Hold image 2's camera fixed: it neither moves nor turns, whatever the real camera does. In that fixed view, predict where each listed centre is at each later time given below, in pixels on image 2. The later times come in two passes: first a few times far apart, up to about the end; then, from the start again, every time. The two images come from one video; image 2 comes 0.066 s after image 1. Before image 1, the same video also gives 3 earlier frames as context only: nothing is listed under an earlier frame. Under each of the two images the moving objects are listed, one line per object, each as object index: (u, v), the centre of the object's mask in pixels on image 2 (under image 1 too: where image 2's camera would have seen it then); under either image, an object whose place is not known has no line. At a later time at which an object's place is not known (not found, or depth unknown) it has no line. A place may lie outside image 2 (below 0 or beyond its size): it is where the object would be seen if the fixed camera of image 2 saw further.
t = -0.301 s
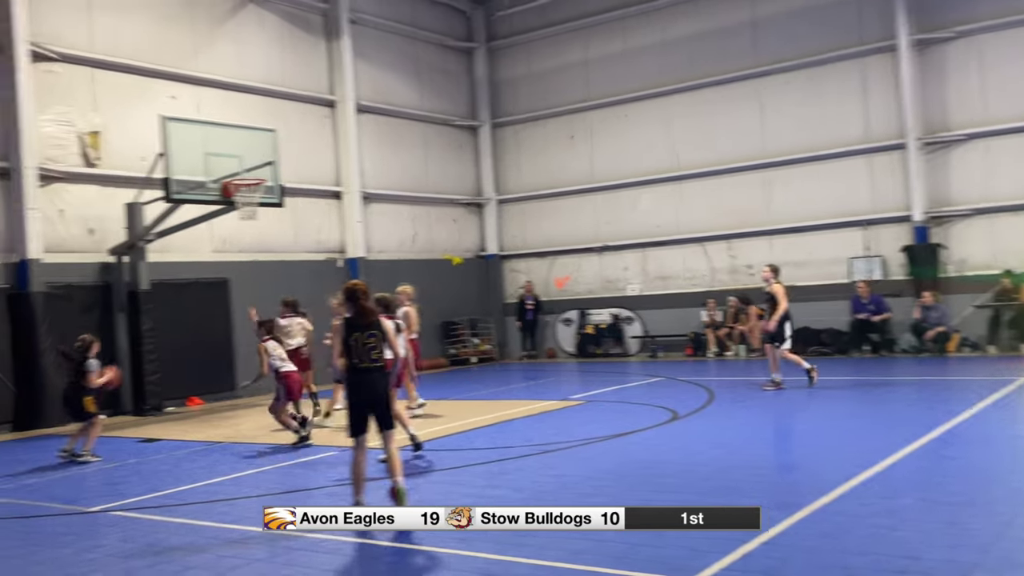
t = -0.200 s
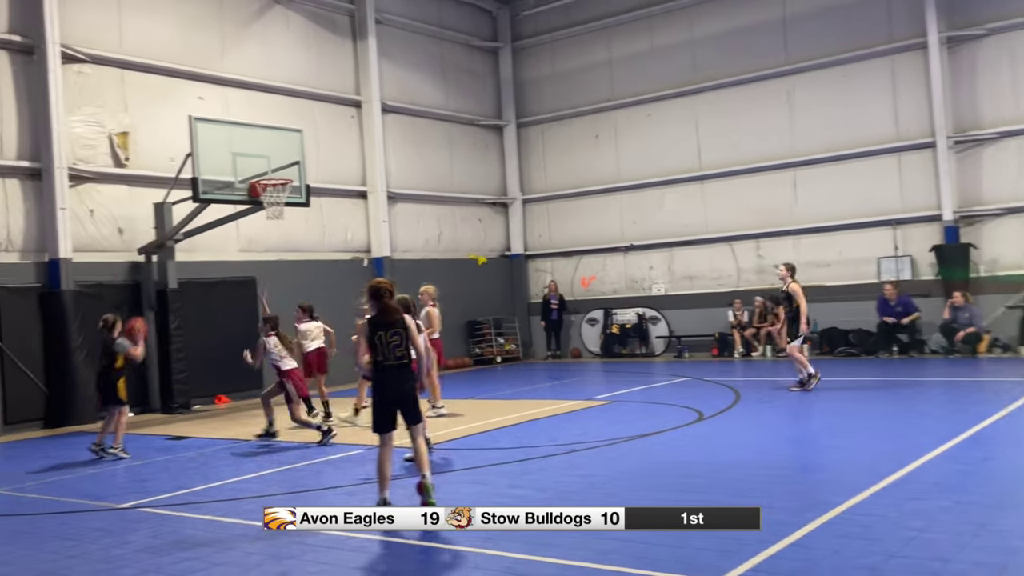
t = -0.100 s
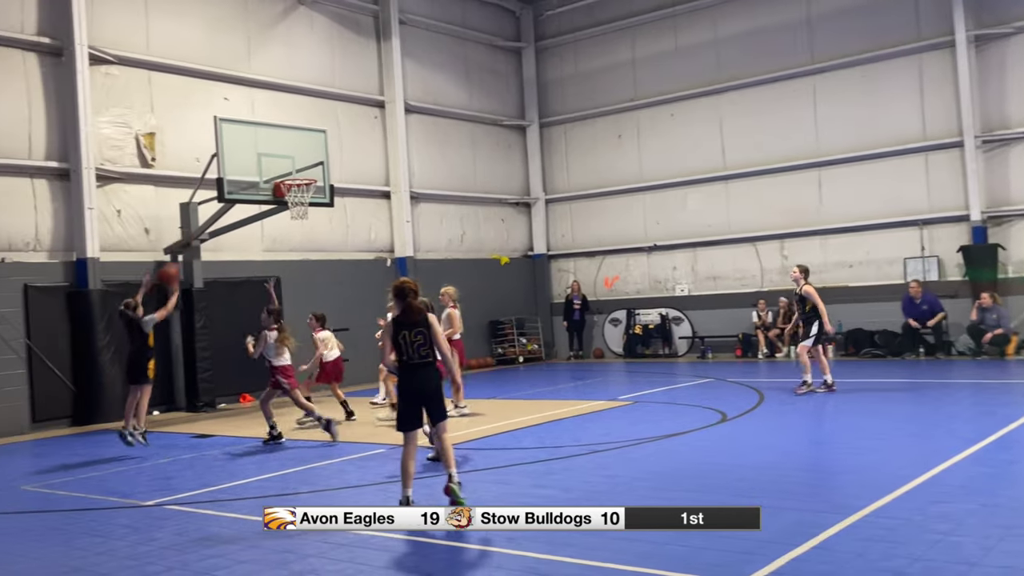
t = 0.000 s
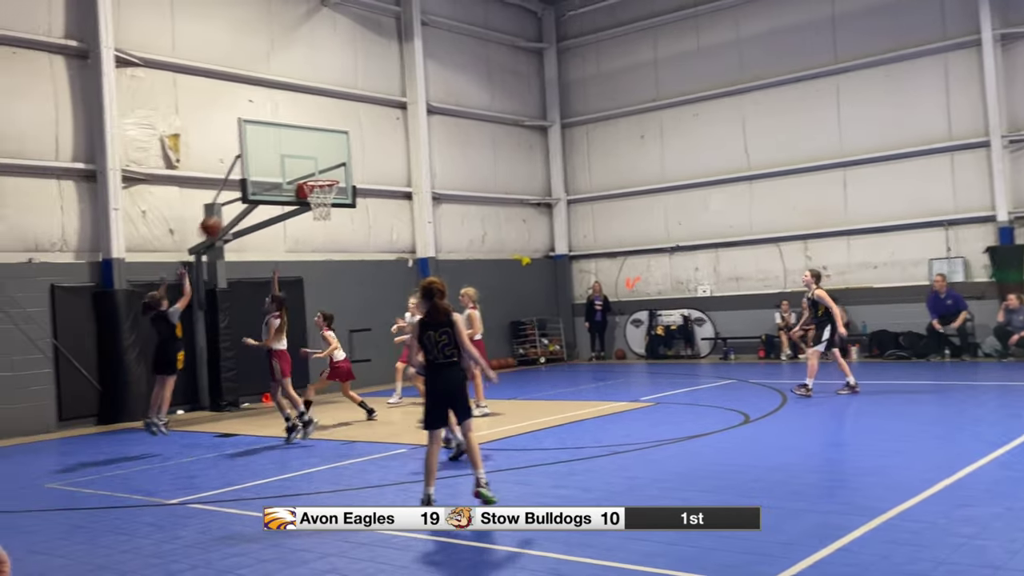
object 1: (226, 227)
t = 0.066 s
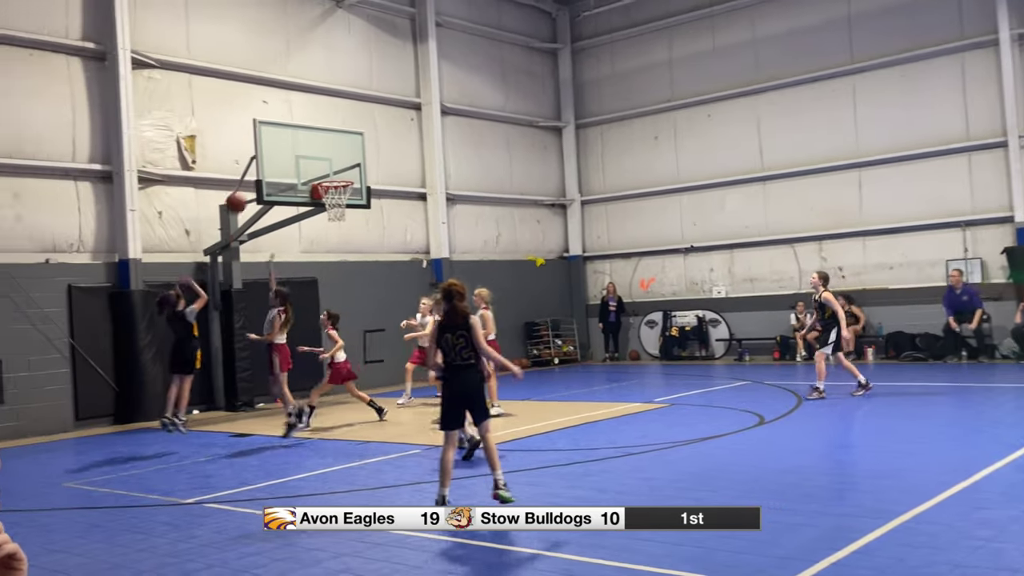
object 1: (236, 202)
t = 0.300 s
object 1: (270, 150)
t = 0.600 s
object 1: (312, 151)
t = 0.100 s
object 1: (241, 191)
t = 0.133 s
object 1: (246, 182)
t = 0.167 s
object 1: (251, 174)
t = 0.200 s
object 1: (255, 166)
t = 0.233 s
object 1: (261, 160)
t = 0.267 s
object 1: (265, 154)
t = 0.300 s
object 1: (270, 150)
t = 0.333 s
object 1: (275, 147)
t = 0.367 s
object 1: (280, 144)
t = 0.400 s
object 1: (284, 142)
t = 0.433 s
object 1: (289, 142)
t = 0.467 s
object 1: (294, 142)
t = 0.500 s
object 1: (298, 143)
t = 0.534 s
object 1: (303, 145)
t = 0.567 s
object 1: (307, 148)
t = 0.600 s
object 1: (312, 151)
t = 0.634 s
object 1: (316, 155)
